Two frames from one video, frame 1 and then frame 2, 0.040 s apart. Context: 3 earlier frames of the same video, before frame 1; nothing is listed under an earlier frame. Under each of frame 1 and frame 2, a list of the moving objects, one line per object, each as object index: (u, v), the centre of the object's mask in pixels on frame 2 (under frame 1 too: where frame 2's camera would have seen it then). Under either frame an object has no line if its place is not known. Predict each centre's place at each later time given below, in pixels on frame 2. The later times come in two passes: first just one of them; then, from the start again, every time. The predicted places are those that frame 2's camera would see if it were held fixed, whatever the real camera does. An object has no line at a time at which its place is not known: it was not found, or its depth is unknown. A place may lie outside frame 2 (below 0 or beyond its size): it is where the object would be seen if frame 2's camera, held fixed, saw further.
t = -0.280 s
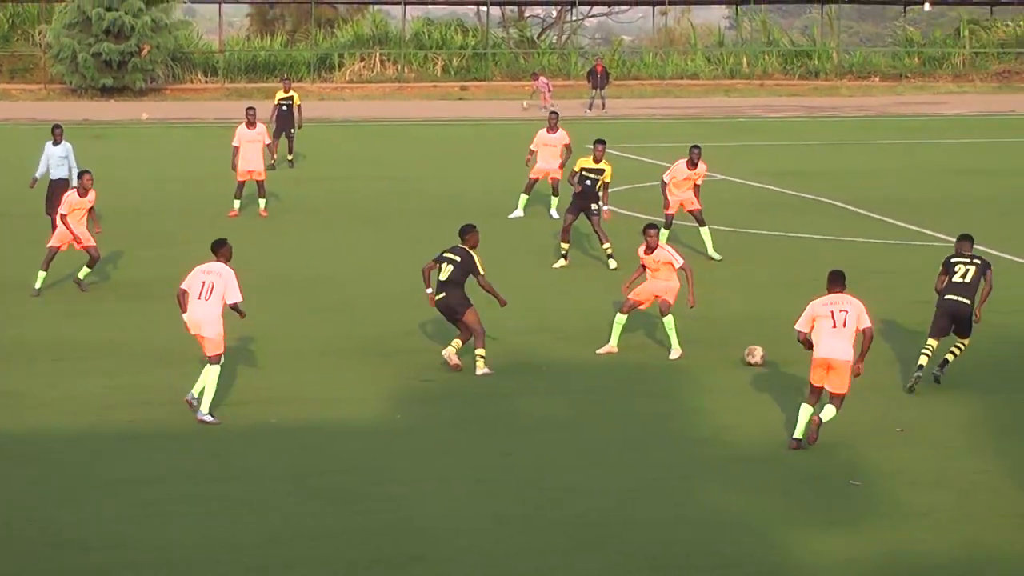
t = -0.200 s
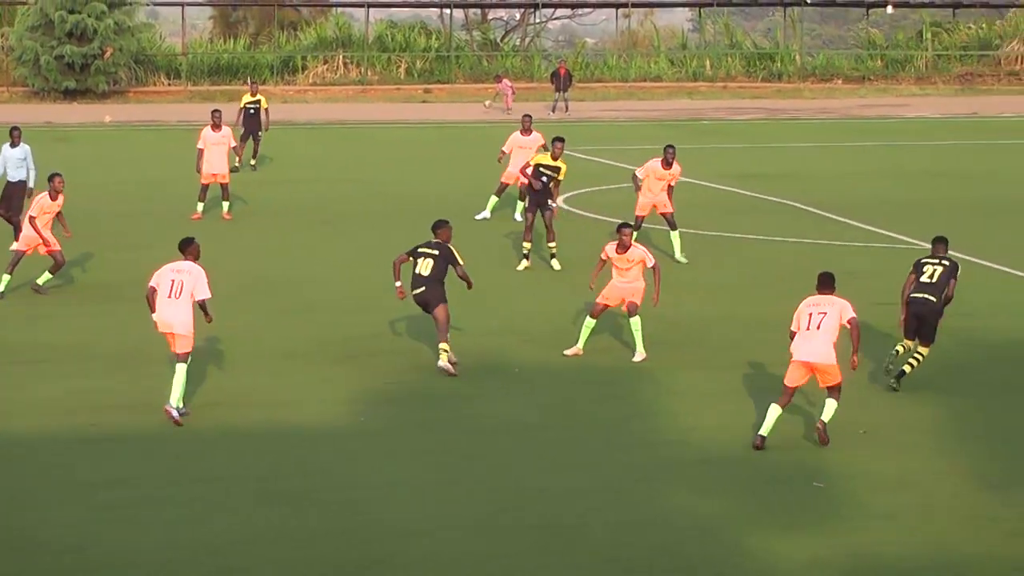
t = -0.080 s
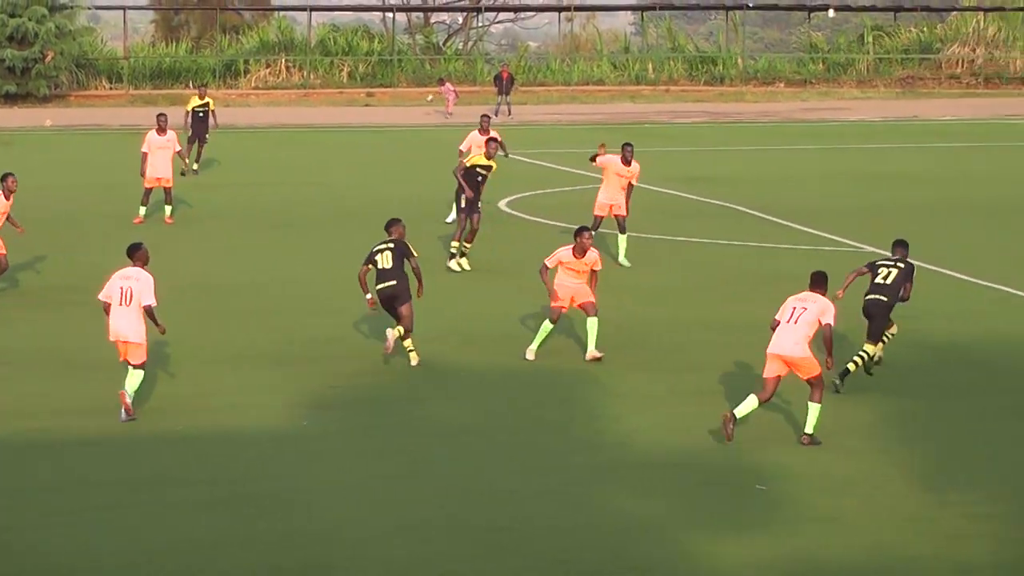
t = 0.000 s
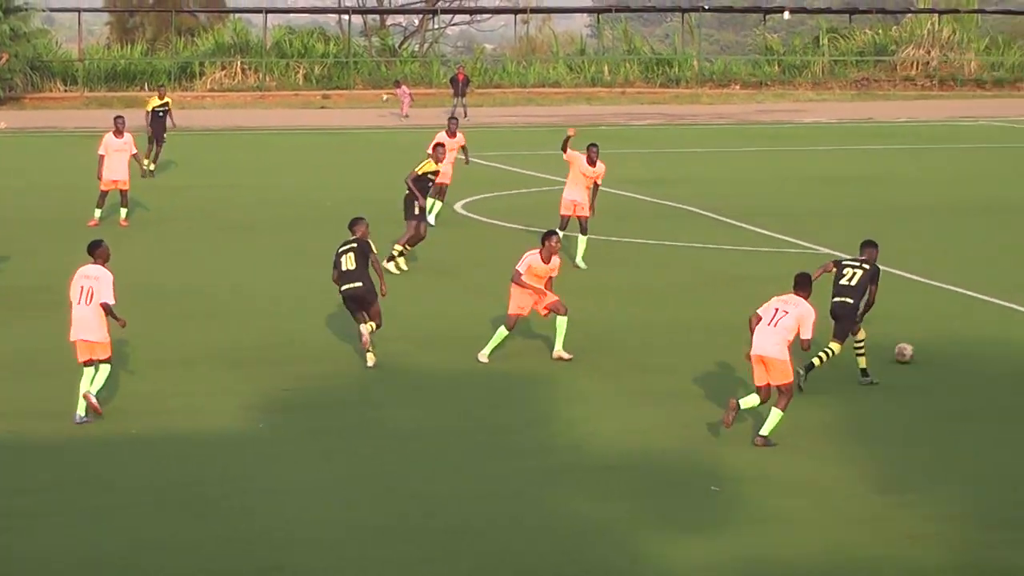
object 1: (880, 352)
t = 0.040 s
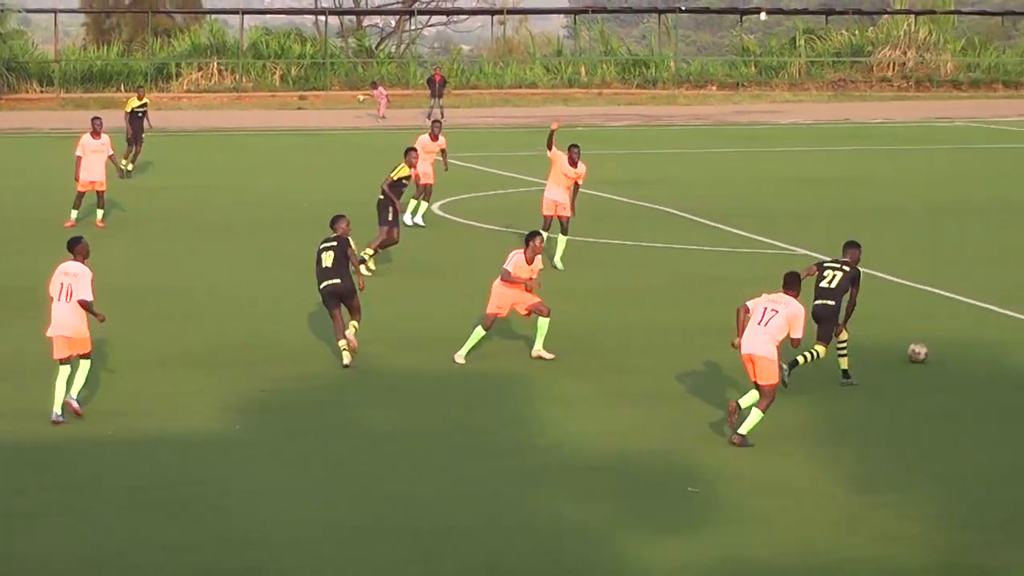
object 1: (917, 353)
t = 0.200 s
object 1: (1054, 351)
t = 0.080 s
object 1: (953, 352)
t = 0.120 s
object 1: (988, 351)
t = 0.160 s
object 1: (1022, 351)
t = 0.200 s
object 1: (1054, 351)
